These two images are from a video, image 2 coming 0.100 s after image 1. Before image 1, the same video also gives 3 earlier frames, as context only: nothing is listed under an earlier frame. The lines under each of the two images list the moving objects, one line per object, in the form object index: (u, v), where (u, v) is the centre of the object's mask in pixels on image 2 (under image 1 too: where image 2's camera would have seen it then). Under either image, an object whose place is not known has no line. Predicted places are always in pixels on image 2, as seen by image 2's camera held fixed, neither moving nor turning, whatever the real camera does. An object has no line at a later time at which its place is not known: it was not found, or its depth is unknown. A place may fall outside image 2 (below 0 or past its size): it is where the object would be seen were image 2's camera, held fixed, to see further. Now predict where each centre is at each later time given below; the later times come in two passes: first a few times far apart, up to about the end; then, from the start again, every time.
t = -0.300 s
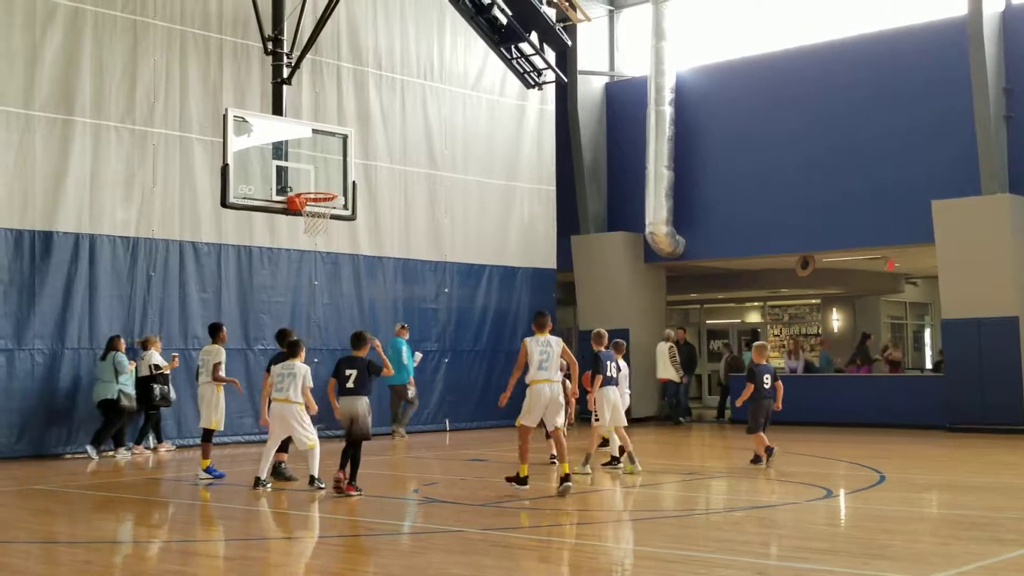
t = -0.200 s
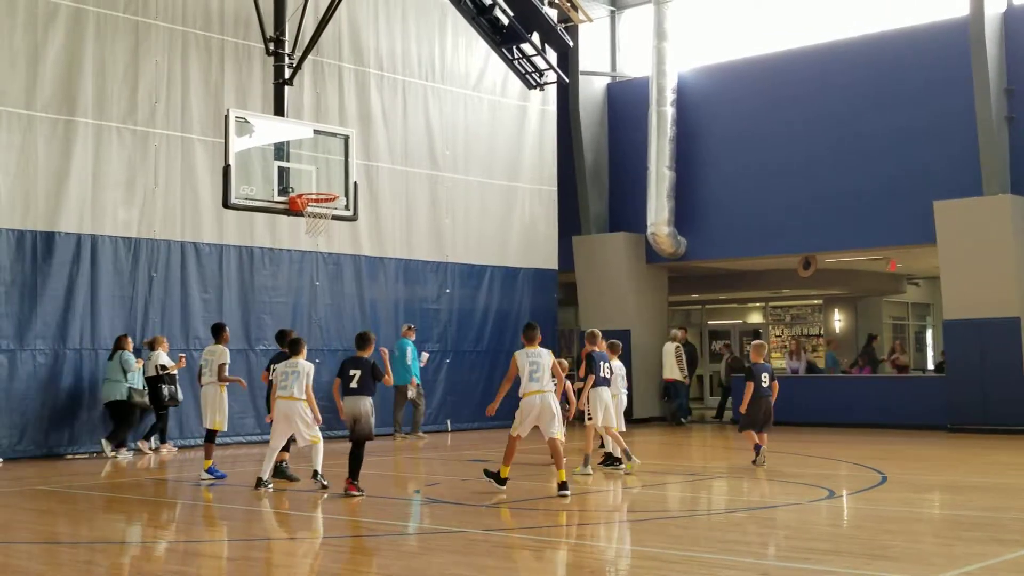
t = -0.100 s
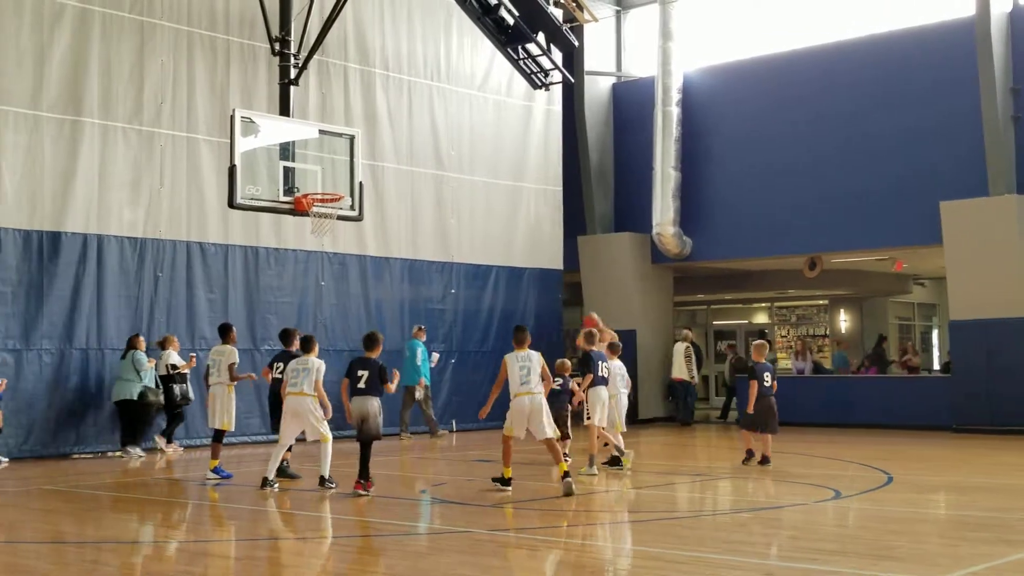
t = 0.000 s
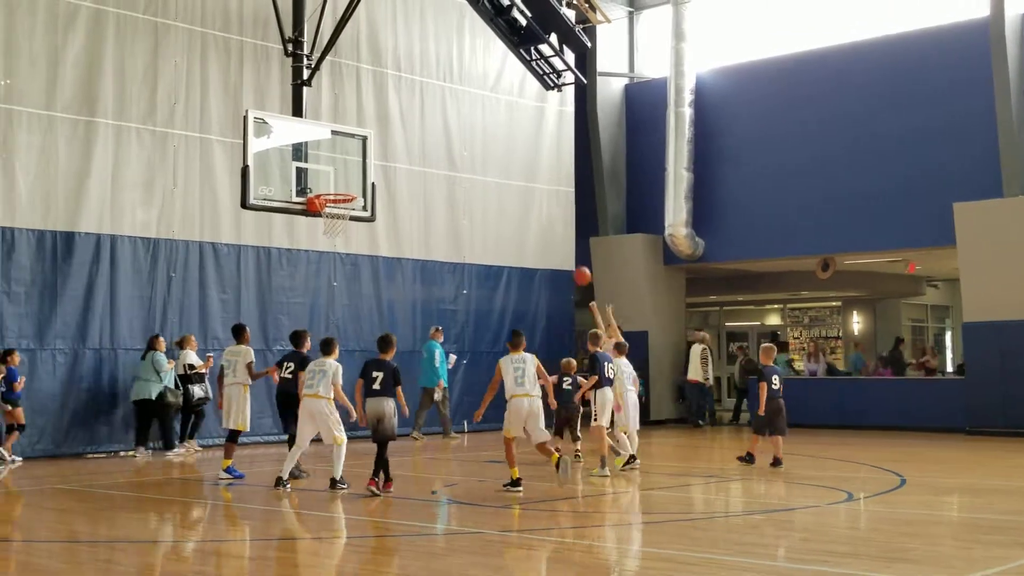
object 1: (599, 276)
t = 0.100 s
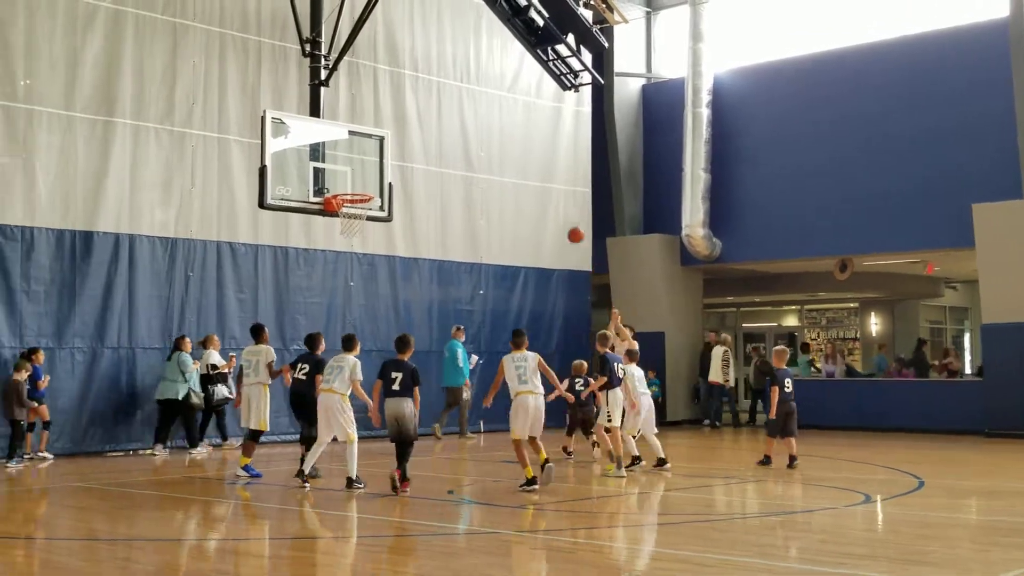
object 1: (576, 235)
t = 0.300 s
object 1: (529, 171)
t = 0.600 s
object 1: (455, 128)
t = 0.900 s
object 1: (375, 155)
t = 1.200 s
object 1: (341, 155)
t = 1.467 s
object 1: (339, 159)
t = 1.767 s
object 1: (355, 184)
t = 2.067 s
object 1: (364, 201)
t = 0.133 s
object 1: (568, 223)
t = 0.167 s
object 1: (560, 211)
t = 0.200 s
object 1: (552, 200)
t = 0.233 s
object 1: (545, 190)
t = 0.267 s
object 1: (537, 180)
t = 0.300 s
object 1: (529, 171)
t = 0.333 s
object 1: (520, 164)
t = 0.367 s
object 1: (512, 156)
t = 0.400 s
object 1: (504, 149)
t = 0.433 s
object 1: (496, 144)
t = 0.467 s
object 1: (488, 139)
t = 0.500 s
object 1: (480, 135)
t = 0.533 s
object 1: (472, 132)
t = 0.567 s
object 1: (463, 130)
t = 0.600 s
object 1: (455, 128)
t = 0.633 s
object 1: (446, 127)
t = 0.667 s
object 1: (438, 128)
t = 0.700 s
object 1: (429, 129)
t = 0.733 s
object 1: (420, 131)
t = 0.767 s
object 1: (411, 134)
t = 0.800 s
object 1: (403, 138)
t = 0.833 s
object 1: (394, 143)
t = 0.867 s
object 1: (384, 149)
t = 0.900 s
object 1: (375, 155)
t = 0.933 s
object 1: (366, 164)
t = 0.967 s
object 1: (356, 173)
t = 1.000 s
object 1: (347, 183)
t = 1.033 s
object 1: (343, 183)
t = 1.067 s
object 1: (343, 175)
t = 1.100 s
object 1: (342, 169)
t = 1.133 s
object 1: (342, 163)
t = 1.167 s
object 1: (341, 158)
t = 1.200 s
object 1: (341, 155)
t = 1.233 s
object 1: (341, 152)
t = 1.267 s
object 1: (341, 150)
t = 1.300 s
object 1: (341, 149)
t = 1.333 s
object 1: (340, 150)
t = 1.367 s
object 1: (340, 150)
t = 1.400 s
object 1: (340, 152)
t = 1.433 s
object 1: (339, 155)
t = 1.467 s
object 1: (339, 159)
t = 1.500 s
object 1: (340, 161)
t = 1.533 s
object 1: (342, 164)
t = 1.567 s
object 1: (344, 168)
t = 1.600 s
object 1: (346, 172)
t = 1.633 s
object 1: (348, 177)
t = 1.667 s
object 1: (351, 184)
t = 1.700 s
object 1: (353, 190)
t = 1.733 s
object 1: (354, 187)
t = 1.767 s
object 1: (355, 184)
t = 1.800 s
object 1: (356, 182)
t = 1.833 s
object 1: (357, 181)
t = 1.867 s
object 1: (358, 181)
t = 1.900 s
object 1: (359, 182)
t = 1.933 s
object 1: (360, 184)
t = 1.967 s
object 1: (361, 186)
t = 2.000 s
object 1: (362, 190)
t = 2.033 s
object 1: (363, 195)
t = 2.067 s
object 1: (364, 201)
